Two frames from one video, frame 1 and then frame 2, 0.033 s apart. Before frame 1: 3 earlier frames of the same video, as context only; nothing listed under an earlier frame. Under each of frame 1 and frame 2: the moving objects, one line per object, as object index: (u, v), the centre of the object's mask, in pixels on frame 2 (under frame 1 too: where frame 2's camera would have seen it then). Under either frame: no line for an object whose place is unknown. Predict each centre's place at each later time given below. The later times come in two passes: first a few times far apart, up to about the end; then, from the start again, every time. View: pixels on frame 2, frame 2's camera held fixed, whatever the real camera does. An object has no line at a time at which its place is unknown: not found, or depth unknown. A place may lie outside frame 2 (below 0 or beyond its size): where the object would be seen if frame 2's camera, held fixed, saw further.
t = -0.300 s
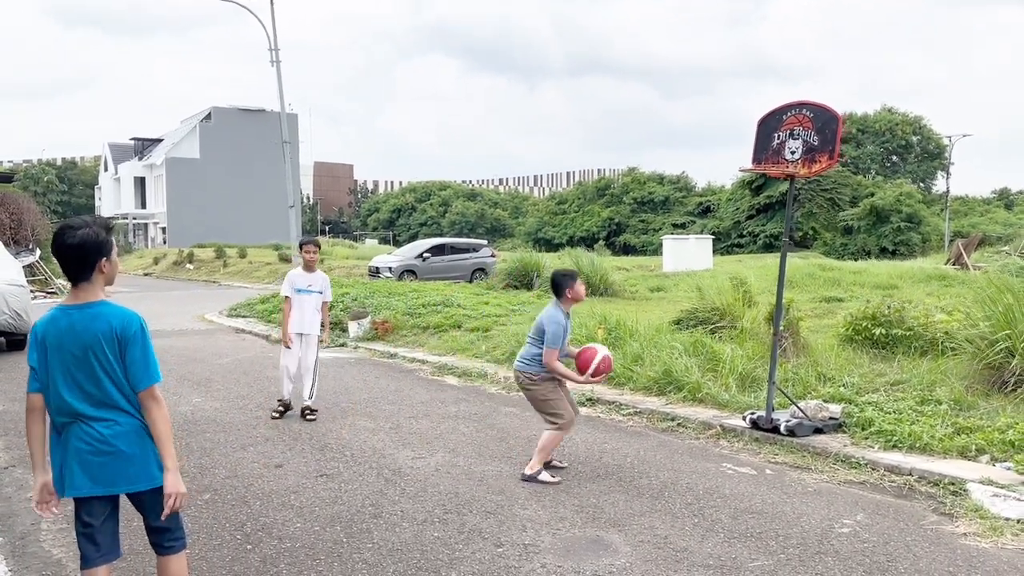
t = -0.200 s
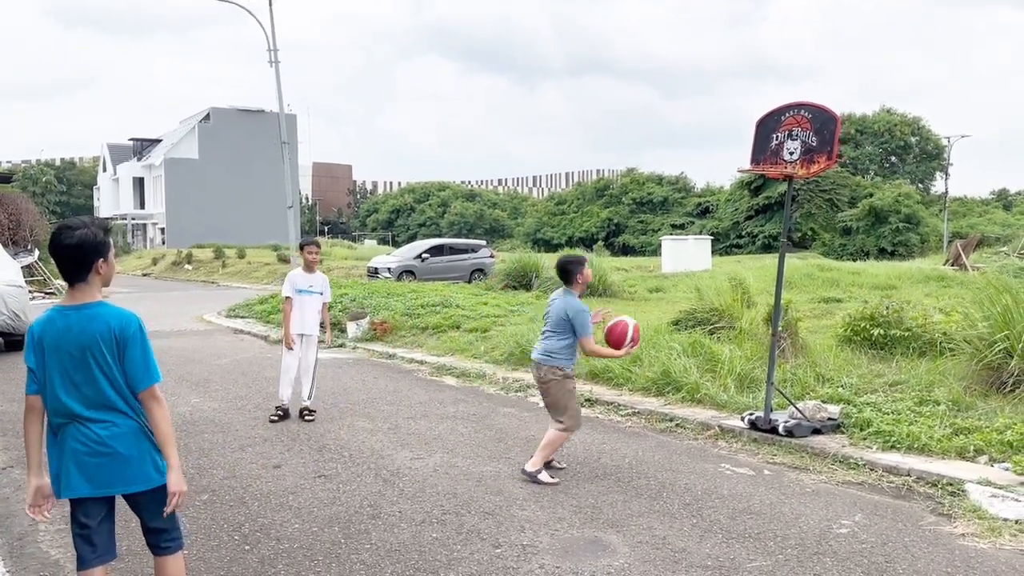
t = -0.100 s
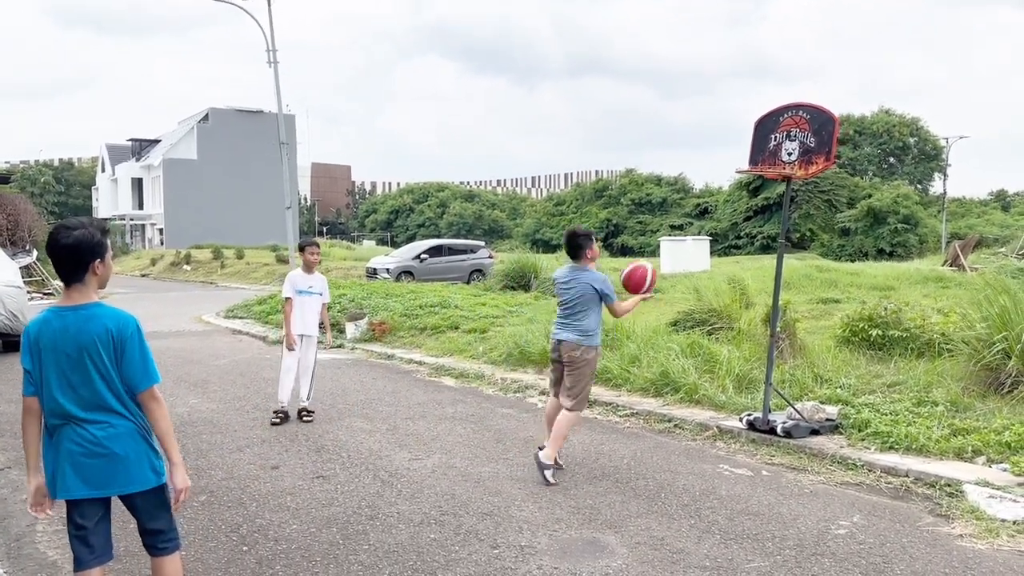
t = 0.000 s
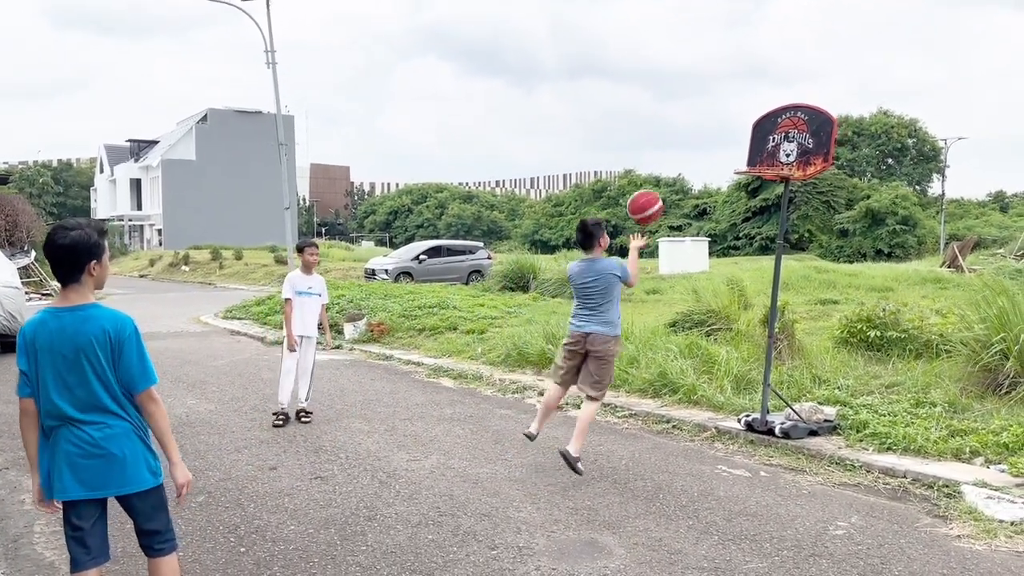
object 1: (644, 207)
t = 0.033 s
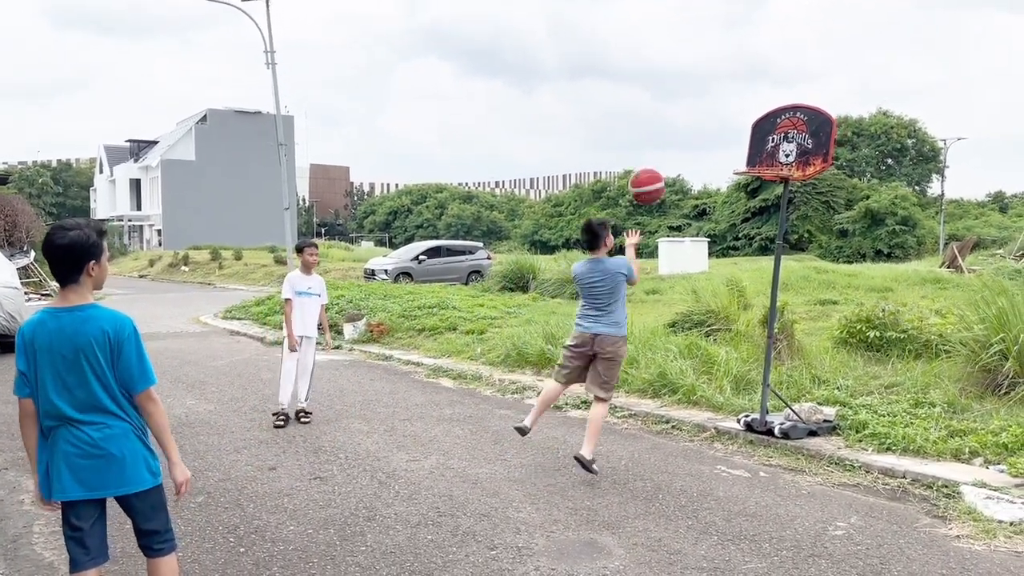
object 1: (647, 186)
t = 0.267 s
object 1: (661, 83)
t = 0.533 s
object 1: (676, 65)
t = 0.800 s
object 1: (690, 150)
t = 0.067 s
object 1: (649, 166)
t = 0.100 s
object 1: (650, 148)
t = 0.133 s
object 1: (652, 132)
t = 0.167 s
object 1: (654, 117)
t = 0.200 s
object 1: (656, 104)
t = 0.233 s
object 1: (658, 93)
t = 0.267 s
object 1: (661, 83)
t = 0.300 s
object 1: (663, 75)
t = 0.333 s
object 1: (665, 69)
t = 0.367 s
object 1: (667, 64)
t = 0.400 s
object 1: (669, 61)
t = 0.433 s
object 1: (671, 60)
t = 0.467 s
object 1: (672, 60)
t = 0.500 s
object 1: (674, 62)
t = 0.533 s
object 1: (676, 65)
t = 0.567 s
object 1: (678, 70)
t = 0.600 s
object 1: (680, 77)
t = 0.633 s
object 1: (682, 85)
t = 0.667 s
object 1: (683, 95)
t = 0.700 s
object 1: (685, 106)
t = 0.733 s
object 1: (687, 119)
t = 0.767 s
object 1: (688, 134)
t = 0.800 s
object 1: (690, 150)
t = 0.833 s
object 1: (691, 167)
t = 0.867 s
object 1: (693, 184)
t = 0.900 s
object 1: (695, 205)
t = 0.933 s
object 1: (696, 227)
